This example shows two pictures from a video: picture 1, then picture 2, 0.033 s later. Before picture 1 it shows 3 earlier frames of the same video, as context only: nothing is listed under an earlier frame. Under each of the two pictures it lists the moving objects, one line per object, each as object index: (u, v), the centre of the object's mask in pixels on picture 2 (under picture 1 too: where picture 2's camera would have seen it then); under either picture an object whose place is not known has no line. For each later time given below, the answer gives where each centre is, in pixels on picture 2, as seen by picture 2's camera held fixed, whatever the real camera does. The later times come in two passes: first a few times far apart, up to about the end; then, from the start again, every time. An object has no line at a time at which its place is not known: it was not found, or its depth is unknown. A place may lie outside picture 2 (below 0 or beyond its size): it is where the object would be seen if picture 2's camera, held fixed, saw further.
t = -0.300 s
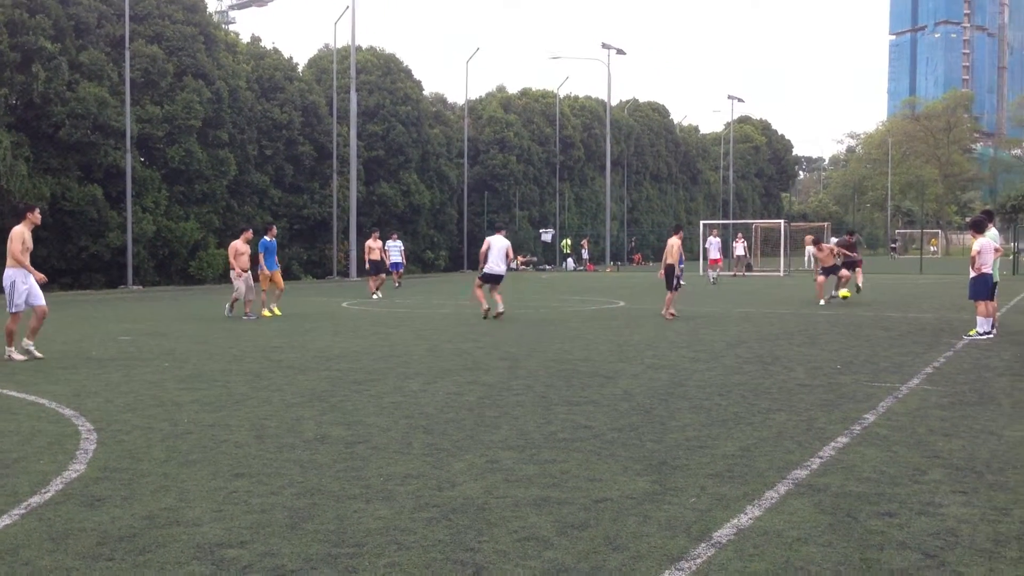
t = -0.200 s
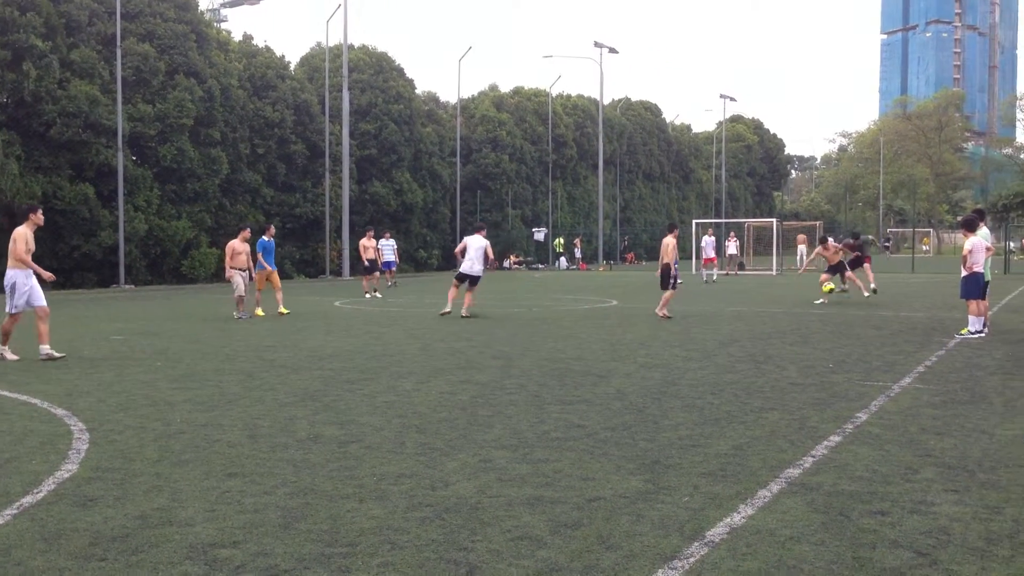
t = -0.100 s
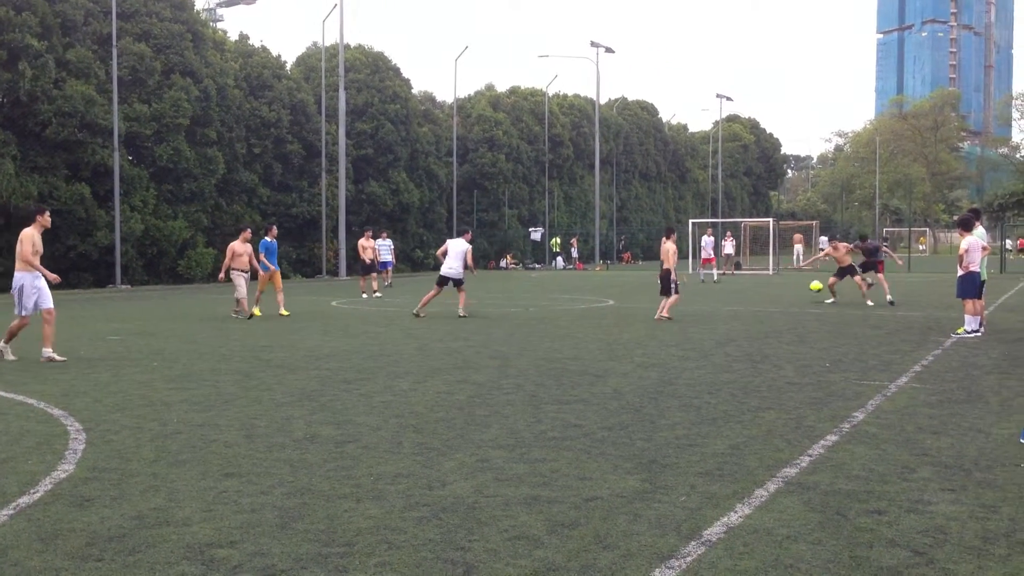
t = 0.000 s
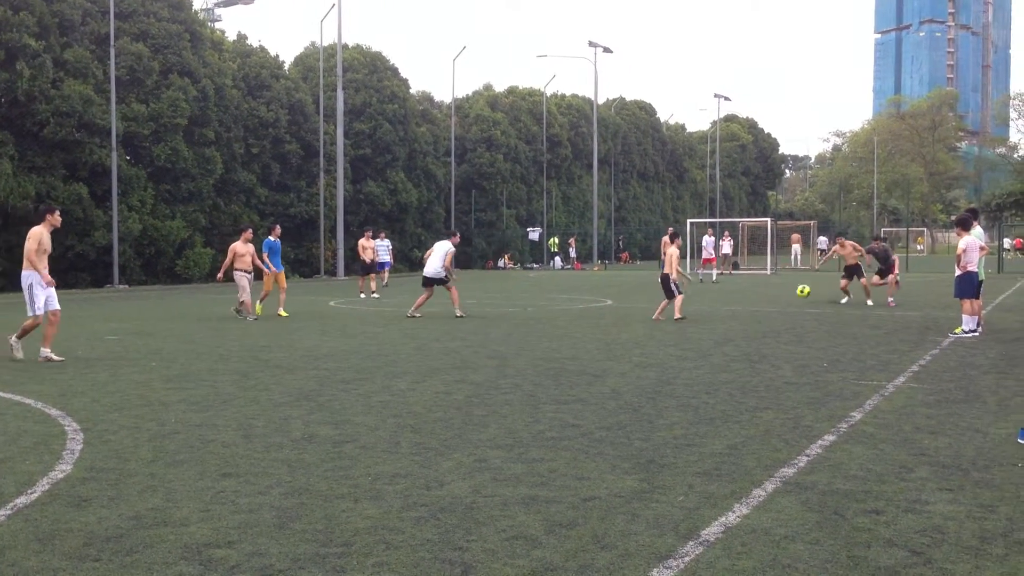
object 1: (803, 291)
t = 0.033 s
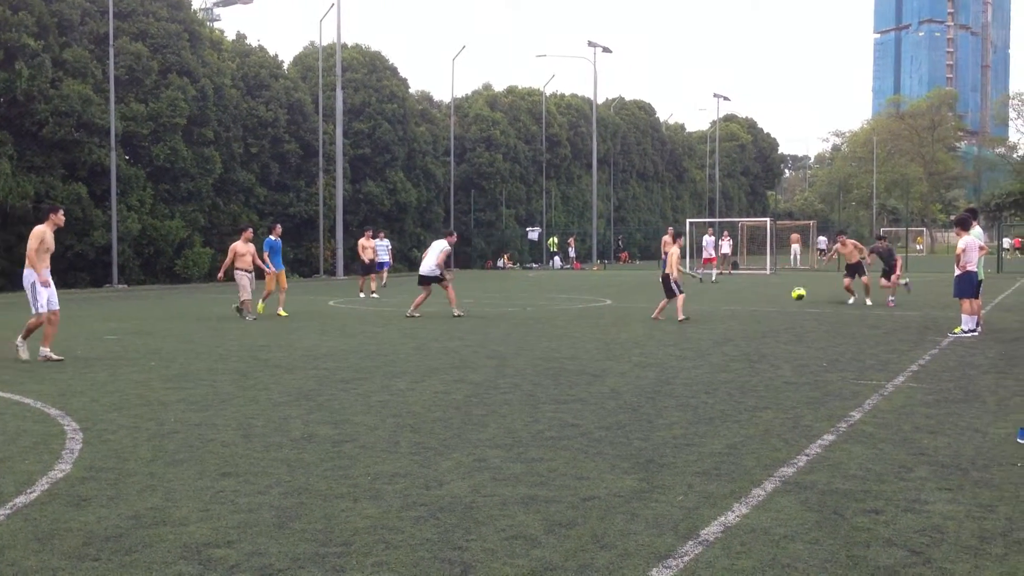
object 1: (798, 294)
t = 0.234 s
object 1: (773, 318)
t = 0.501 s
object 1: (746, 311)
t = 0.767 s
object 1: (713, 339)
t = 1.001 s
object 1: (692, 339)
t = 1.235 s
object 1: (664, 368)
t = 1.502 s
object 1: (620, 400)
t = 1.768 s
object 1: (562, 435)
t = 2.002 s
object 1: (488, 473)
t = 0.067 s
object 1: (794, 298)
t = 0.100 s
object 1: (790, 302)
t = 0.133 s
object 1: (786, 307)
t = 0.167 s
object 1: (780, 314)
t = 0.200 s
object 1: (776, 321)
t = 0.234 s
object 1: (773, 318)
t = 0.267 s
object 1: (769, 314)
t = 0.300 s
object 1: (767, 311)
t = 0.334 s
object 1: (764, 309)
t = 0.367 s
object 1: (760, 308)
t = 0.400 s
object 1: (756, 308)
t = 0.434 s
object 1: (753, 308)
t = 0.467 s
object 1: (750, 309)
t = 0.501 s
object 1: (746, 311)
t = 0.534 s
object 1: (742, 314)
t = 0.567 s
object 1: (737, 319)
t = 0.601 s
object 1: (732, 324)
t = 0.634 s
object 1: (728, 331)
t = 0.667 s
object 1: (723, 338)
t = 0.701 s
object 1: (718, 346)
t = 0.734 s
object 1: (715, 343)
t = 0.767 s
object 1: (713, 339)
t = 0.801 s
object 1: (711, 336)
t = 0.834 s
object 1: (707, 334)
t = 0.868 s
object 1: (705, 333)
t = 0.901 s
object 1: (702, 332)
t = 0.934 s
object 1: (698, 334)
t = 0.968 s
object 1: (696, 336)
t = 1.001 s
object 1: (692, 339)
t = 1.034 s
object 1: (688, 344)
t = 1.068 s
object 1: (685, 350)
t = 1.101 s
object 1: (682, 357)
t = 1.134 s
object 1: (677, 366)
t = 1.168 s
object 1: (673, 372)
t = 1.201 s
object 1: (669, 369)
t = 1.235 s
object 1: (664, 368)
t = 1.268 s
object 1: (659, 368)
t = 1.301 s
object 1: (655, 369)
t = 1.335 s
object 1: (649, 371)
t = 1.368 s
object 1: (644, 376)
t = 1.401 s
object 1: (638, 381)
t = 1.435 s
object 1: (632, 388)
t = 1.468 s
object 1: (626, 398)
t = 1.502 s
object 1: (620, 400)
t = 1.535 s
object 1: (614, 398)
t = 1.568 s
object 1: (607, 397)
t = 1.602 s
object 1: (600, 400)
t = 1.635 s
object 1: (594, 402)
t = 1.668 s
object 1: (586, 407)
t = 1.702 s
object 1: (578, 414)
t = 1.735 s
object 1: (570, 424)
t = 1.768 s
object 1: (562, 435)
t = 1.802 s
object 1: (552, 437)
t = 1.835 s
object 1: (542, 441)
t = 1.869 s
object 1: (533, 446)
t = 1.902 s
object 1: (522, 453)
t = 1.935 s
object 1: (510, 464)
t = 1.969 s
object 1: (498, 469)
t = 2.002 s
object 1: (488, 473)
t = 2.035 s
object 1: (474, 478)
